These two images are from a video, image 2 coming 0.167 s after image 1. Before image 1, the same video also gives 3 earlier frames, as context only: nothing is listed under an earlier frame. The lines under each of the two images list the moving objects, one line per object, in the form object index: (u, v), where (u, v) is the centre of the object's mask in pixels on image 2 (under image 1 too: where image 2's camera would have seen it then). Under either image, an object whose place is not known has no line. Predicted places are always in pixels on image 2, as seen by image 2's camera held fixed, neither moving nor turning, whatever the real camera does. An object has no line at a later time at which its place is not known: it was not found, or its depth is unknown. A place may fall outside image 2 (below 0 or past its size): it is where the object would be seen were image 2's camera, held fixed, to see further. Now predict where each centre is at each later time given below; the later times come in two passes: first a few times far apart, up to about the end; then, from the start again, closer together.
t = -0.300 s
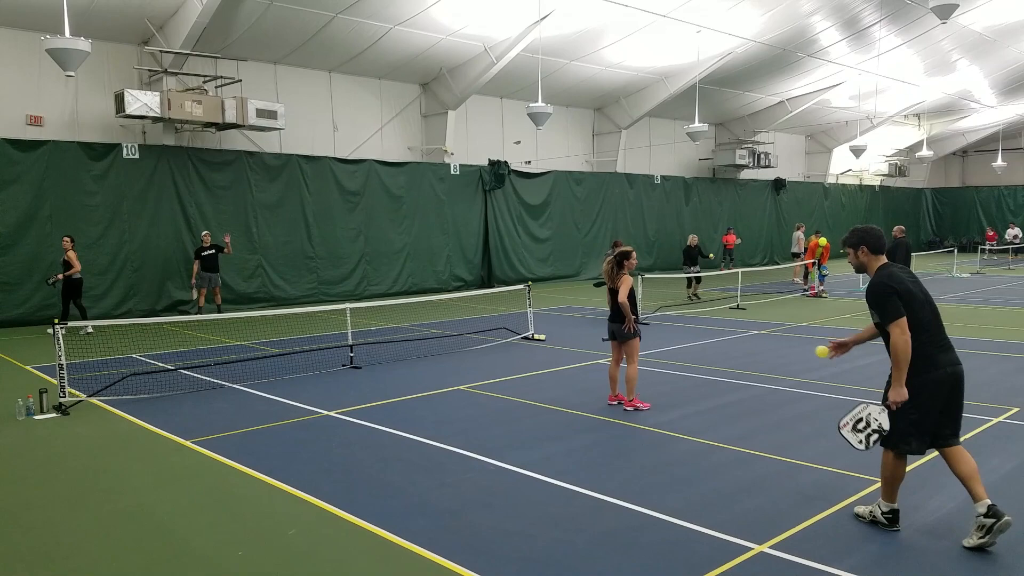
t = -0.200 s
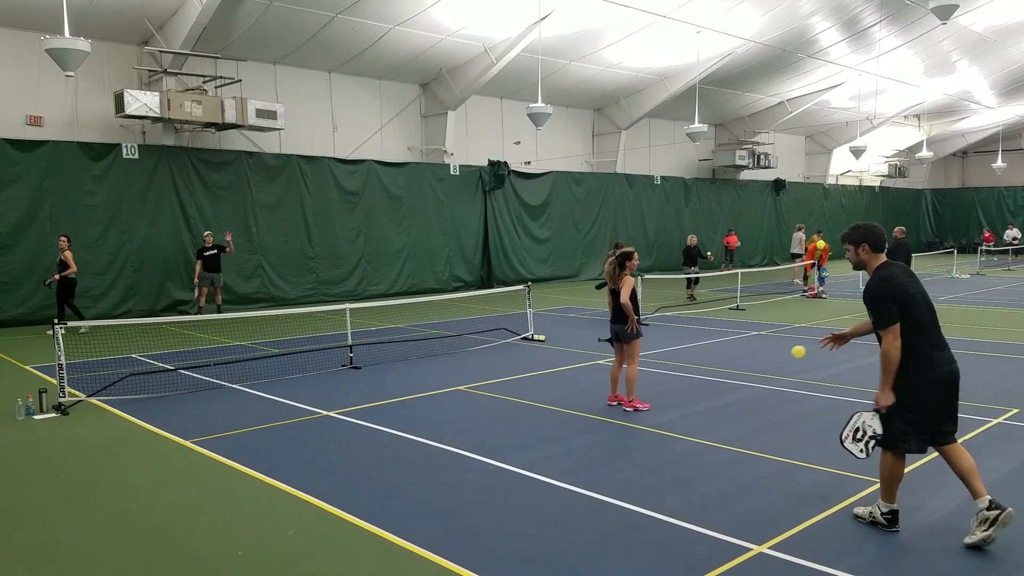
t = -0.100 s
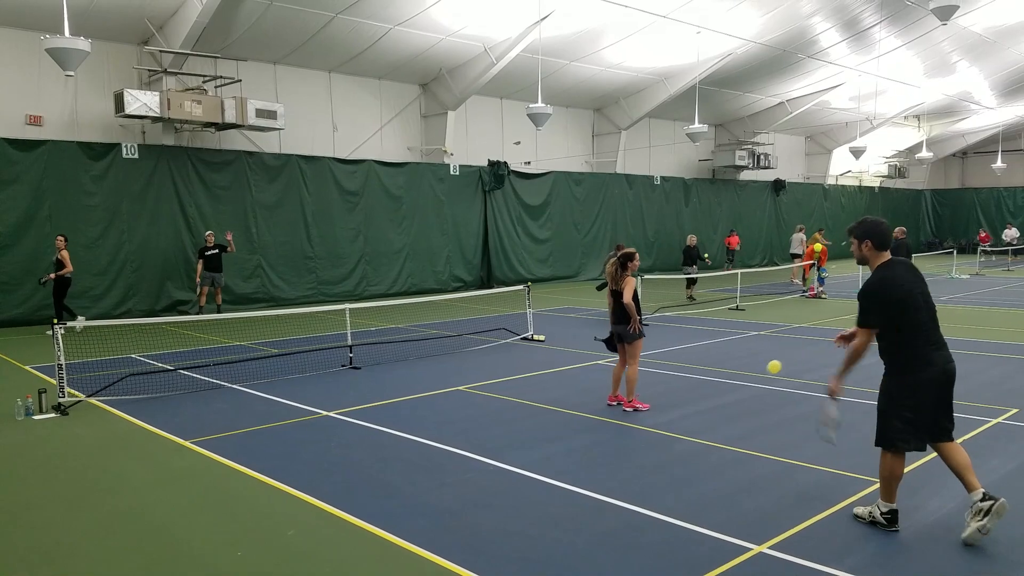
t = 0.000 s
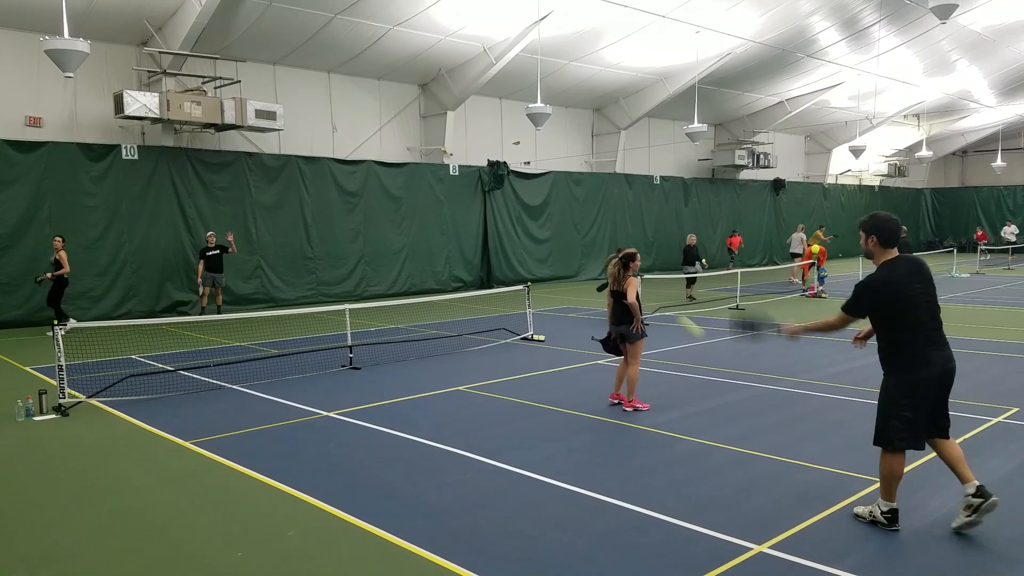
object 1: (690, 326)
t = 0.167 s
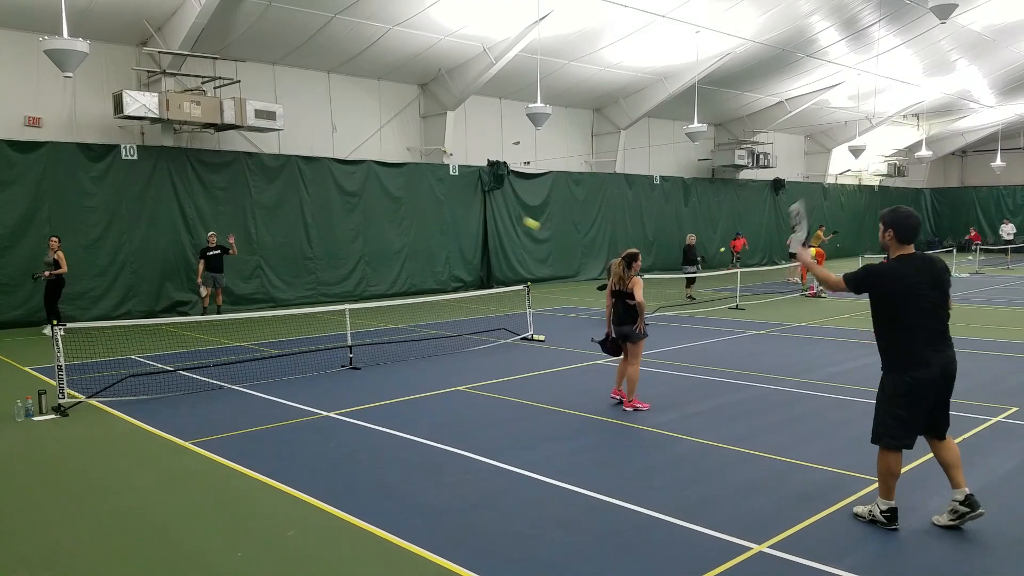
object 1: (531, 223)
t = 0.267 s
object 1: (472, 198)
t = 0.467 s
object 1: (392, 188)
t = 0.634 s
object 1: (348, 206)
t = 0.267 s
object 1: (472, 198)
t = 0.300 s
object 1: (456, 193)
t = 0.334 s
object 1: (440, 189)
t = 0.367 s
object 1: (427, 187)
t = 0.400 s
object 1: (414, 187)
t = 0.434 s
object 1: (402, 187)
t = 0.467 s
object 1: (392, 188)
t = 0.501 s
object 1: (382, 190)
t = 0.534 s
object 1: (372, 193)
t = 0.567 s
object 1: (363, 197)
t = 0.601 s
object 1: (355, 201)
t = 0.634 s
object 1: (348, 206)
